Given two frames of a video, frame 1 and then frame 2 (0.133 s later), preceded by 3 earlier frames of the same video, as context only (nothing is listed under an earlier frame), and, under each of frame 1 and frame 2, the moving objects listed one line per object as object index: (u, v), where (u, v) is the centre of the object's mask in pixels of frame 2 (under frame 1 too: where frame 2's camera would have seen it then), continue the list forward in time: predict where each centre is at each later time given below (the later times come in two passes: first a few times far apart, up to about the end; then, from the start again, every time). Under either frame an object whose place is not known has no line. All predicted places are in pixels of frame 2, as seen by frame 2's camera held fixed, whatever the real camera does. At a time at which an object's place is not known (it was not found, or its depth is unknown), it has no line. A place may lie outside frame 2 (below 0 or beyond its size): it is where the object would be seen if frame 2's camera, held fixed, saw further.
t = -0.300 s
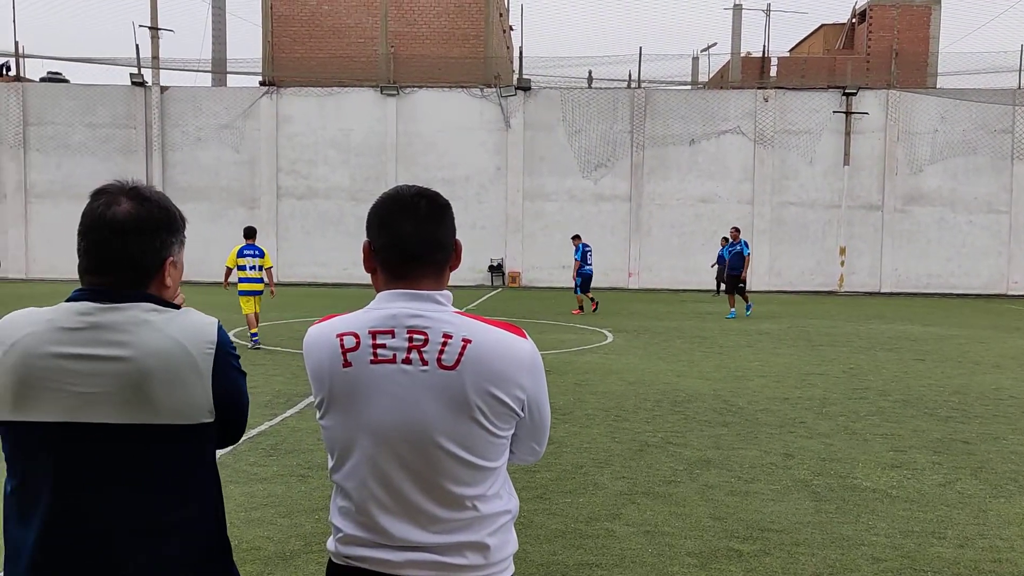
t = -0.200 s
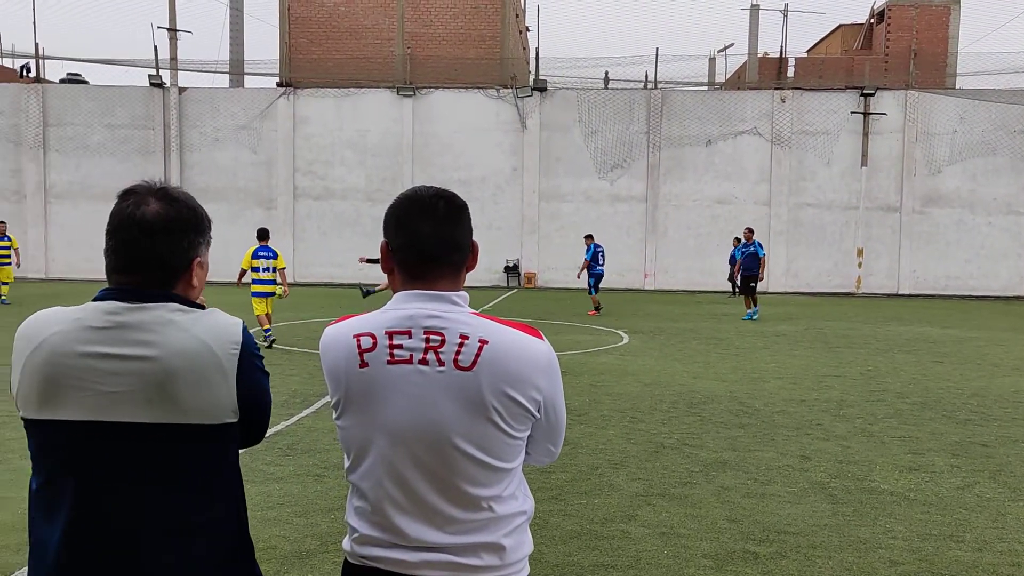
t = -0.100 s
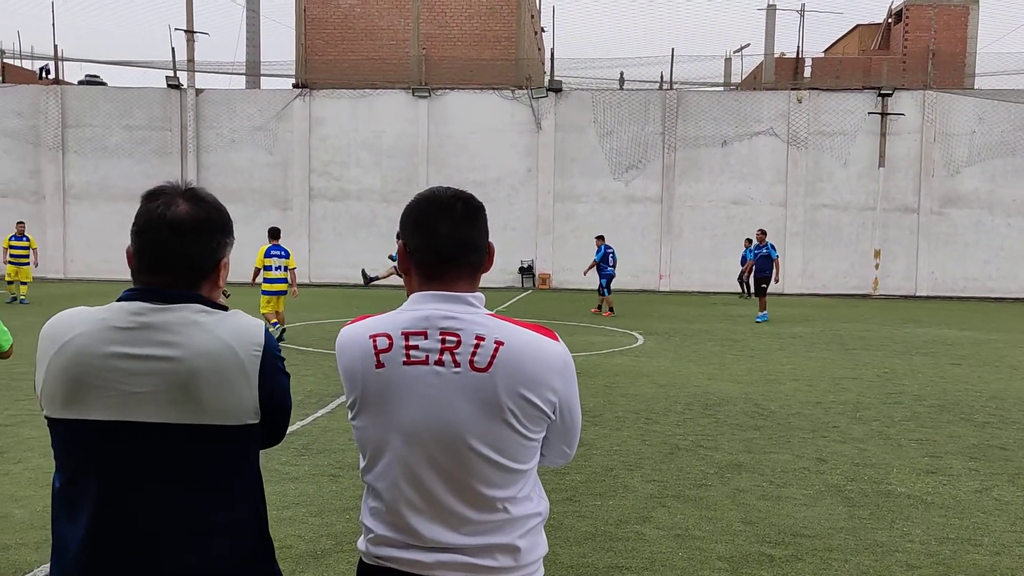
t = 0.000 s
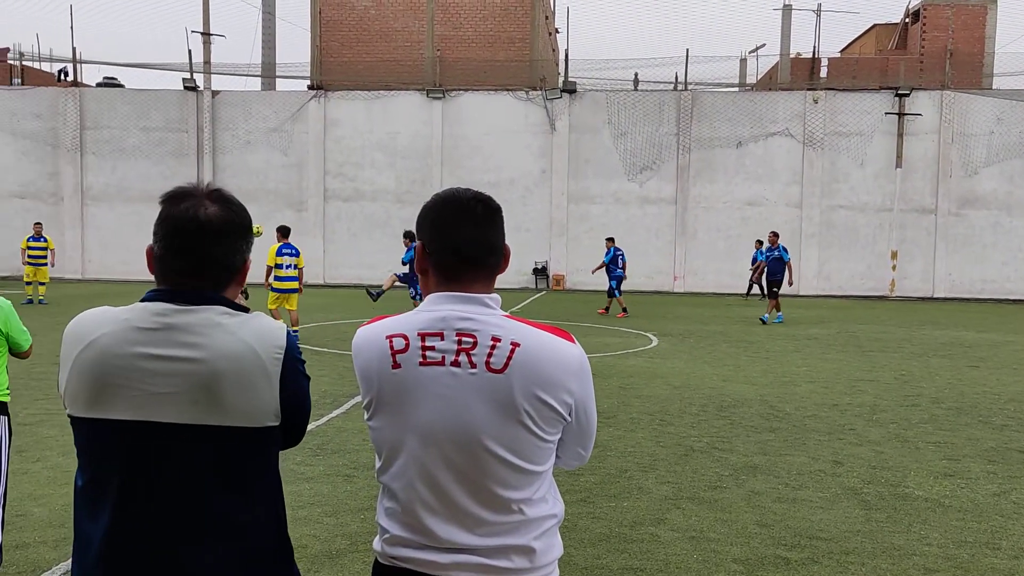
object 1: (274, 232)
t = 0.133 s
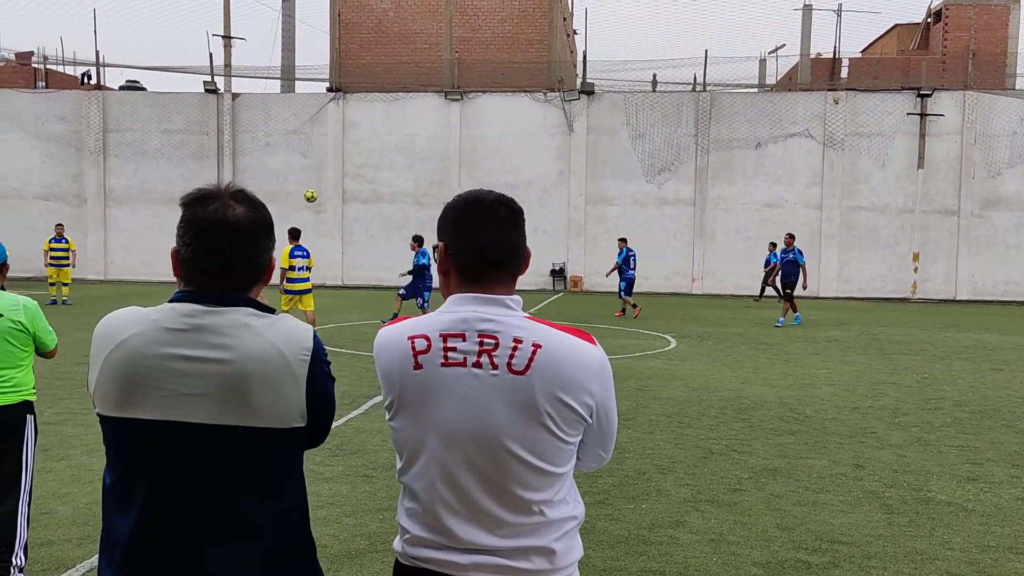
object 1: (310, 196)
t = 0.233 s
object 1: (338, 174)
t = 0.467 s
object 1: (405, 144)
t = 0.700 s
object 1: (472, 148)
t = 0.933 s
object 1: (542, 187)
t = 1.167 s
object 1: (617, 268)
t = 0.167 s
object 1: (320, 188)
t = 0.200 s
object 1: (329, 181)
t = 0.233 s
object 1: (338, 174)
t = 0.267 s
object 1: (348, 168)
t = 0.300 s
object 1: (358, 163)
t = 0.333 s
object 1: (367, 158)
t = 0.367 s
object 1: (376, 154)
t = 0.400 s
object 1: (386, 150)
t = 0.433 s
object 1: (395, 147)
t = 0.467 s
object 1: (405, 144)
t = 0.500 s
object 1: (414, 143)
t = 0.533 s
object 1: (424, 142)
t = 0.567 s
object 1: (433, 142)
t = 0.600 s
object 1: (443, 142)
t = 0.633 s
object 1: (452, 143)
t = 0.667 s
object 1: (462, 145)
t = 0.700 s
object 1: (472, 148)
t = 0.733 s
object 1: (481, 151)
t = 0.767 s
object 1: (491, 155)
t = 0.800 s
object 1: (501, 160)
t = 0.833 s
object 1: (511, 165)
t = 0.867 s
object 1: (522, 172)
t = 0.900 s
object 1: (532, 179)
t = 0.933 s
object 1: (542, 187)
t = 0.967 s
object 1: (552, 196)
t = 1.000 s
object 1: (563, 206)
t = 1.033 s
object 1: (573, 216)
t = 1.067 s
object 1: (584, 228)
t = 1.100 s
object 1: (595, 240)
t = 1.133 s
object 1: (606, 253)
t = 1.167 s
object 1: (617, 268)
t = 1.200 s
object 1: (629, 283)
